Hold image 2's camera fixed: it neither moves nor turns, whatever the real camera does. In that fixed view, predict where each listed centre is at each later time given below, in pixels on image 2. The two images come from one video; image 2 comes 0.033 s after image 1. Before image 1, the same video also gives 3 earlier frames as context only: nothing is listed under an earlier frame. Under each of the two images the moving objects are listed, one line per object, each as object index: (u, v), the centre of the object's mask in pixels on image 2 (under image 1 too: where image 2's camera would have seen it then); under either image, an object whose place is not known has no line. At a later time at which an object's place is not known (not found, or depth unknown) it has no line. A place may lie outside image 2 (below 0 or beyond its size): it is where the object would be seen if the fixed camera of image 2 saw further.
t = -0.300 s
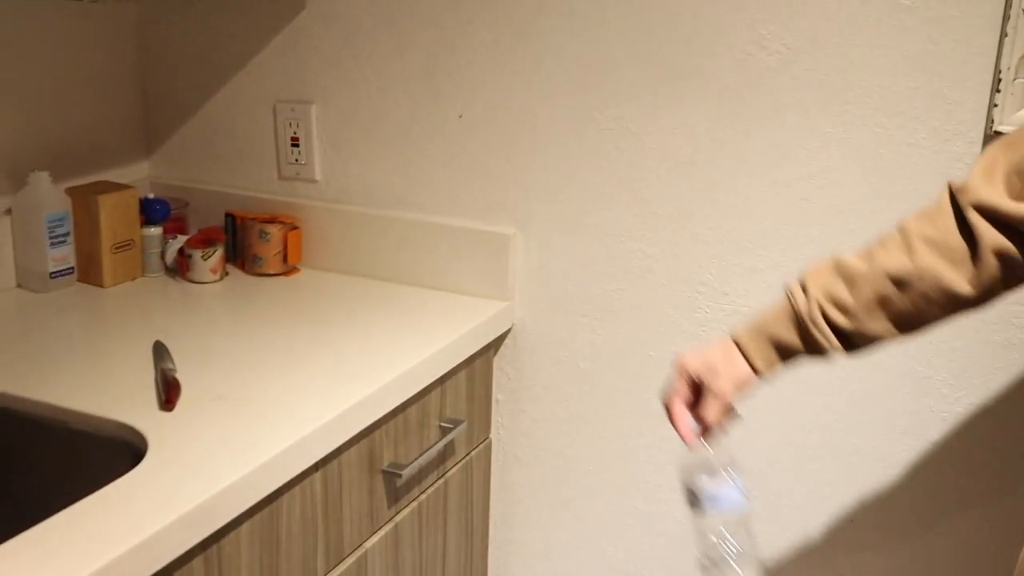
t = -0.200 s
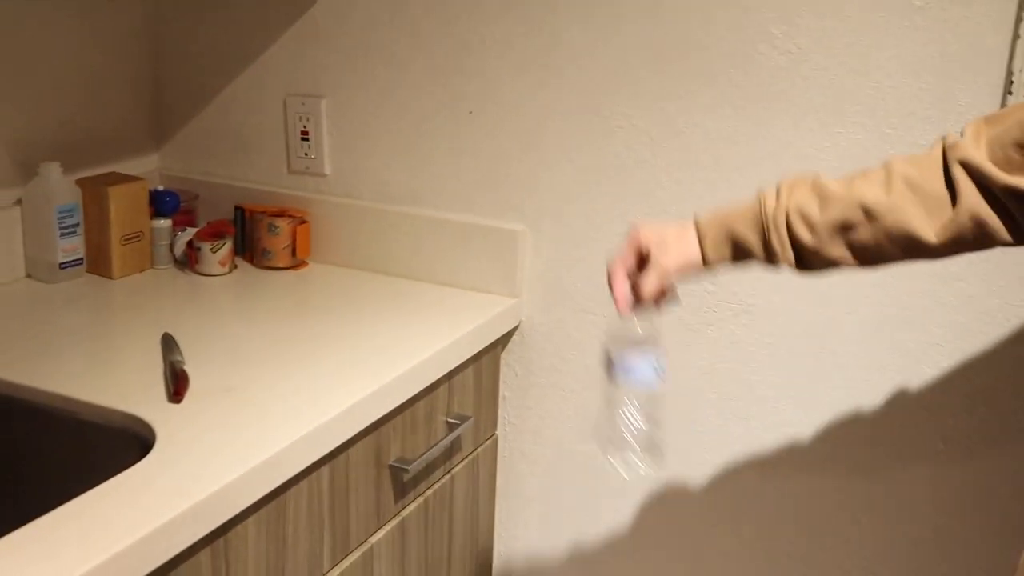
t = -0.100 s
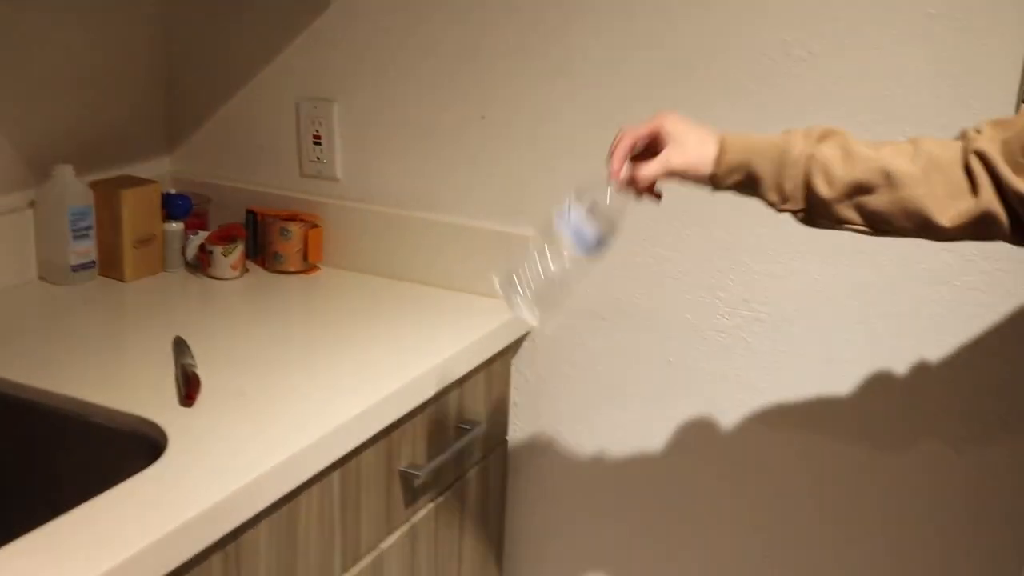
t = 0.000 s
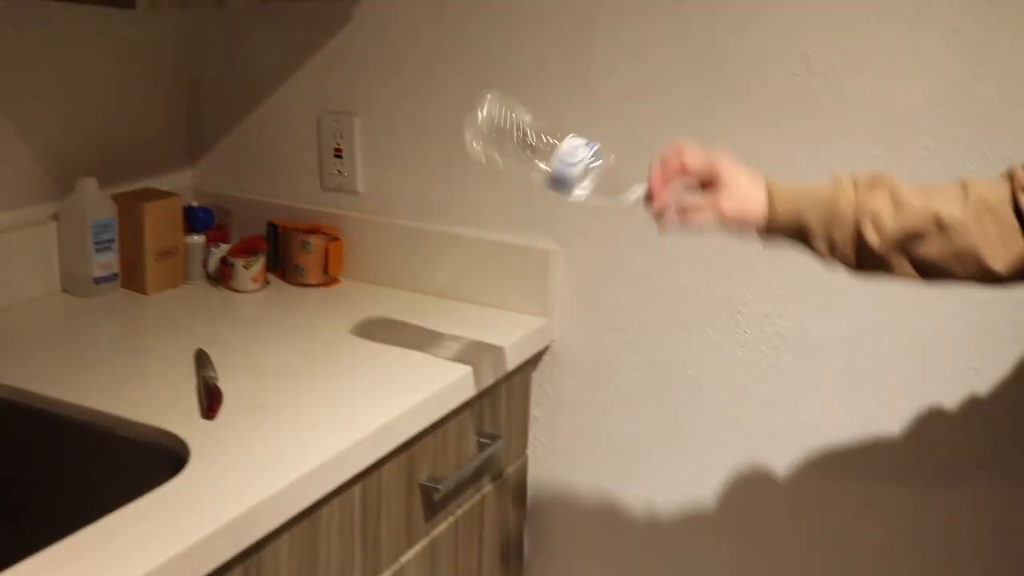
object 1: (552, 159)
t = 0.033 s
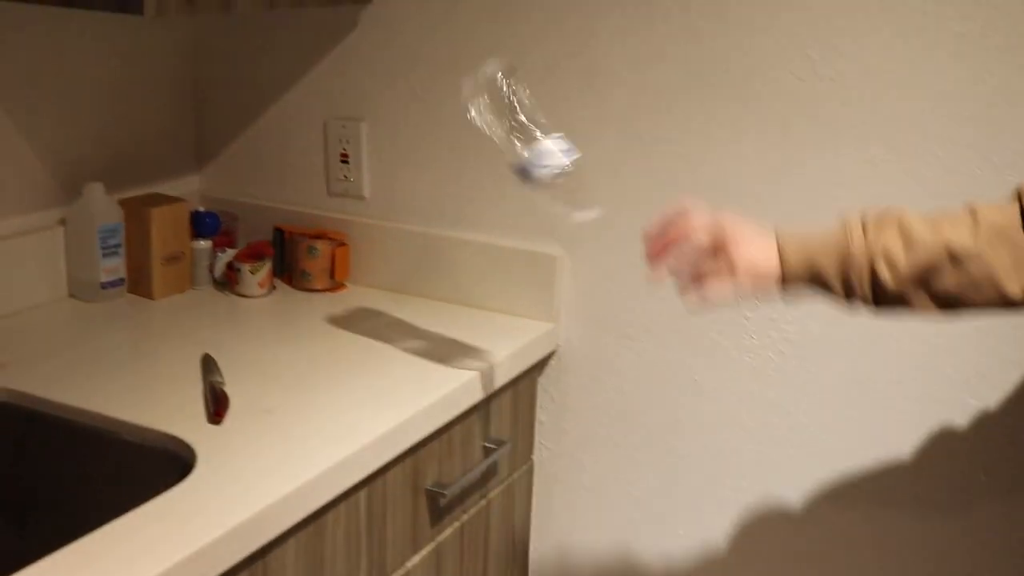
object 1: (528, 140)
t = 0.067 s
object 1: (499, 120)
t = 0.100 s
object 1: (473, 100)
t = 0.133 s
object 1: (449, 87)
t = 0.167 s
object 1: (439, 69)
